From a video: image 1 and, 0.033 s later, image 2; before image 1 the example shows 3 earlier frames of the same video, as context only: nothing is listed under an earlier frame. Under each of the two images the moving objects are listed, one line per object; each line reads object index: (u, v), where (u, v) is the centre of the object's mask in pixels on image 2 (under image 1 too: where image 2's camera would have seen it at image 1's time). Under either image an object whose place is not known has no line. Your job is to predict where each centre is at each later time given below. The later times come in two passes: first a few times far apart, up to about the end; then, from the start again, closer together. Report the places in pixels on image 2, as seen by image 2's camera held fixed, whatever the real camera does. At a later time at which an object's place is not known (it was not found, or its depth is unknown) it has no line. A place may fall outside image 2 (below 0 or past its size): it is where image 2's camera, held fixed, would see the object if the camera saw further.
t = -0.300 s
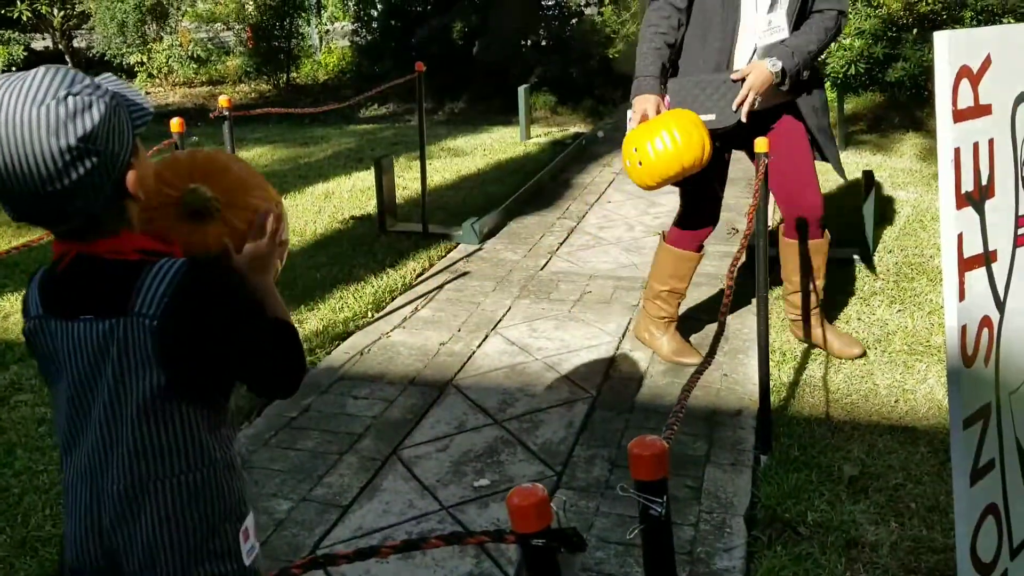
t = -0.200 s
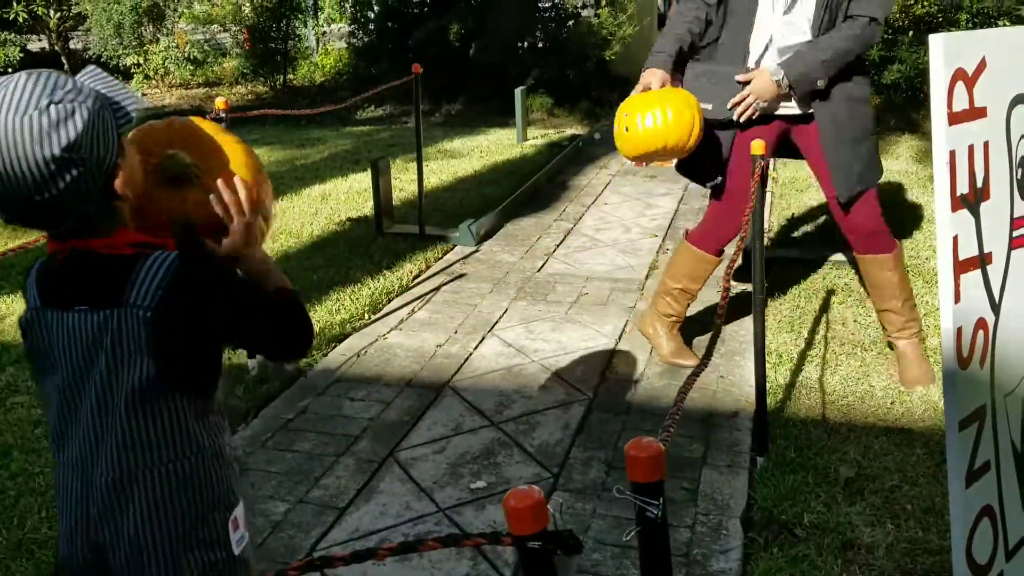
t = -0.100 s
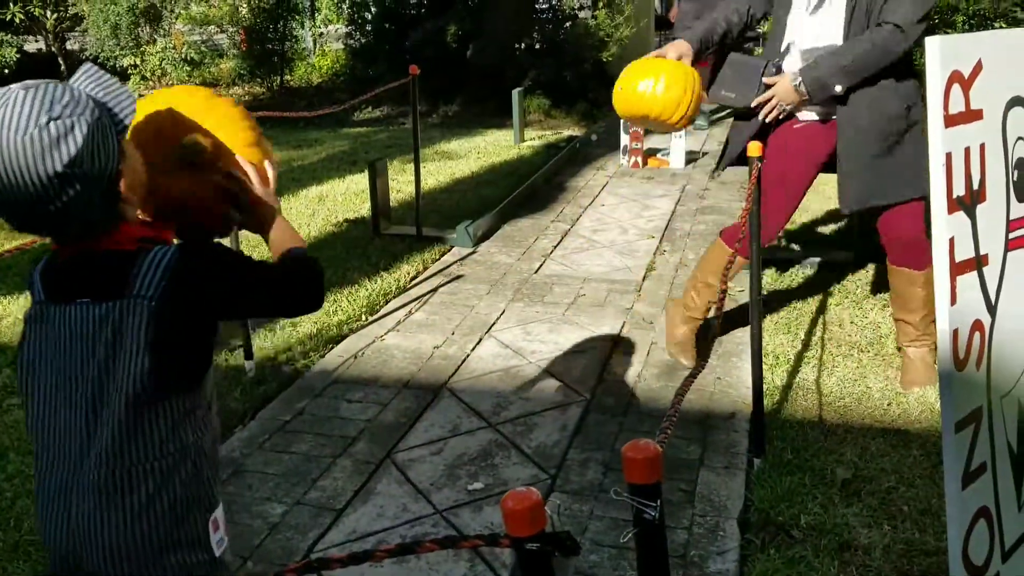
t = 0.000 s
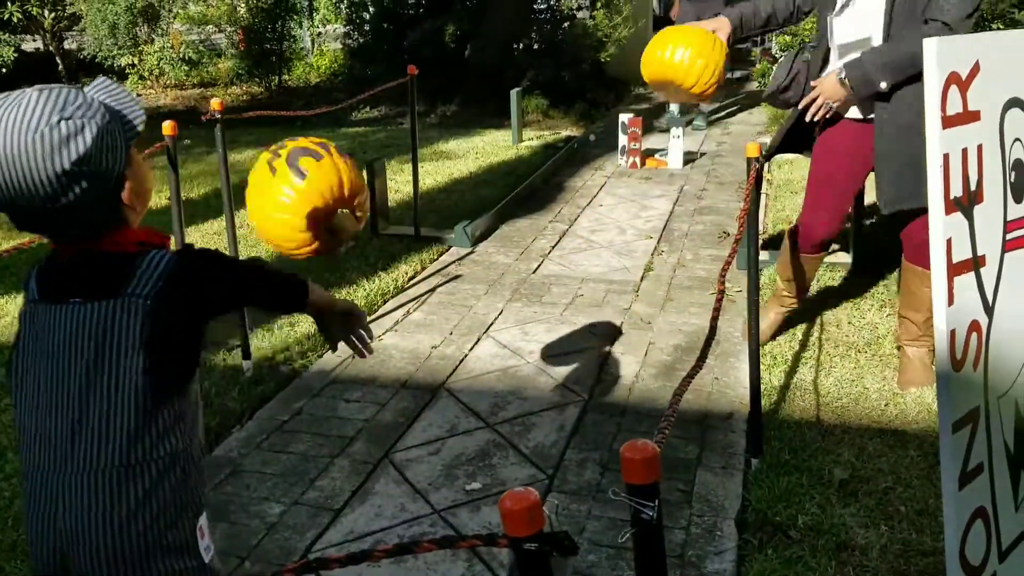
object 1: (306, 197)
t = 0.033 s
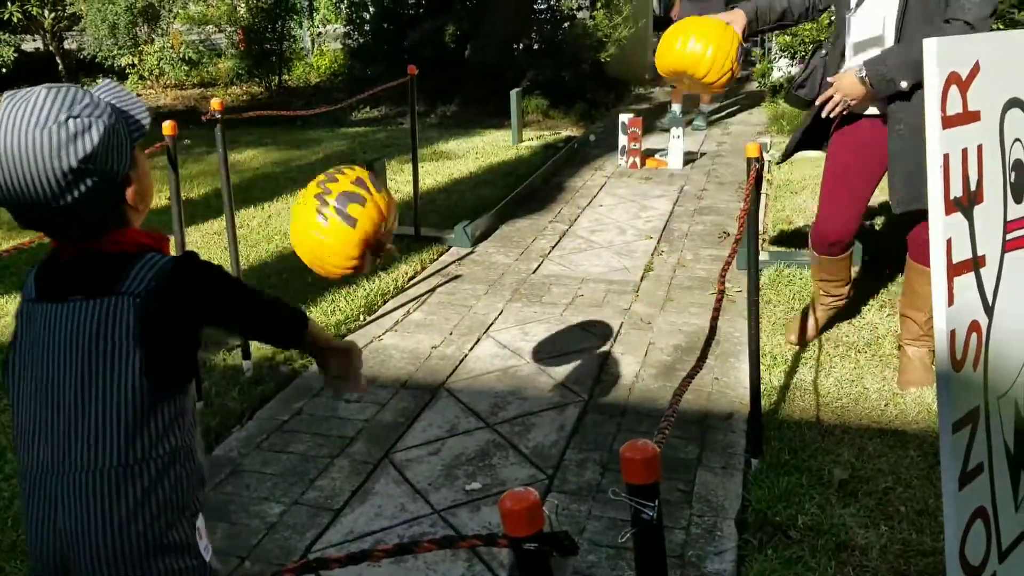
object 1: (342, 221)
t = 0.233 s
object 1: (469, 327)
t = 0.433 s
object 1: (516, 189)
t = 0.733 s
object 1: (569, 207)
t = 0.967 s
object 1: (590, 203)
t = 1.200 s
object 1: (612, 190)
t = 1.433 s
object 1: (636, 174)
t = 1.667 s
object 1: (663, 158)
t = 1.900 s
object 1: (681, 156)
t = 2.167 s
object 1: (693, 159)
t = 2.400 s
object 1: (693, 160)
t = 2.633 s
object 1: (694, 161)
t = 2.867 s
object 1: (698, 160)
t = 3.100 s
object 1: (708, 161)
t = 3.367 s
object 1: (725, 161)
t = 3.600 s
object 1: (727, 158)
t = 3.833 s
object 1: (729, 160)
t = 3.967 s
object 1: (728, 160)
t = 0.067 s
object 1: (375, 249)
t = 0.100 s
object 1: (401, 274)
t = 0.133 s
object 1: (423, 301)
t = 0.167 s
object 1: (443, 329)
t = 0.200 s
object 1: (459, 354)
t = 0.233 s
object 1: (469, 327)
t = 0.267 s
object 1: (478, 292)
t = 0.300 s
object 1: (486, 263)
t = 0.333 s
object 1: (494, 238)
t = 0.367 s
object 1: (502, 217)
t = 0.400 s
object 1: (509, 201)
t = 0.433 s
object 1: (516, 189)
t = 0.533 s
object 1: (536, 168)
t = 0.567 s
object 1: (542, 166)
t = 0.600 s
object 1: (547, 169)
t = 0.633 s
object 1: (553, 174)
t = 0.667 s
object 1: (559, 182)
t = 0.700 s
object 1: (564, 194)
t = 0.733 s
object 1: (569, 207)
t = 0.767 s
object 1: (573, 221)
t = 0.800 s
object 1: (577, 237)
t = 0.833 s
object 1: (580, 226)
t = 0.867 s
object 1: (583, 216)
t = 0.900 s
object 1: (585, 209)
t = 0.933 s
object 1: (587, 205)
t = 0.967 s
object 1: (590, 203)
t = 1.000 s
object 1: (592, 204)
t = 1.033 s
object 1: (594, 207)
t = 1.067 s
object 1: (597, 200)
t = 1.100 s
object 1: (601, 196)
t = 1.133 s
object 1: (605, 194)
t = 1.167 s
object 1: (608, 193)
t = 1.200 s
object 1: (612, 190)
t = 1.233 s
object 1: (615, 187)
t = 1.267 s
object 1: (619, 185)
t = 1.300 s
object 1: (622, 183)
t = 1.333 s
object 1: (626, 179)
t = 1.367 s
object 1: (628, 177)
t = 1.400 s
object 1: (632, 177)
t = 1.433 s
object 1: (636, 174)
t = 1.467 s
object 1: (640, 170)
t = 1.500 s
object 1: (644, 167)
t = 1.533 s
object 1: (648, 166)
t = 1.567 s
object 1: (651, 164)
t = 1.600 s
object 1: (655, 162)
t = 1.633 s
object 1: (659, 160)
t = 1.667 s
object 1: (663, 158)
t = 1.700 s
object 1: (667, 155)
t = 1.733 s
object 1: (669, 154)
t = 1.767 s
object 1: (673, 154)
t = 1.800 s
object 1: (675, 155)
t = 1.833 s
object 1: (677, 155)
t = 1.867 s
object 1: (679, 156)
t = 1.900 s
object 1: (681, 156)
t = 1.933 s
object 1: (684, 157)
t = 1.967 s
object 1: (687, 158)
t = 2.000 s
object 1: (689, 158)
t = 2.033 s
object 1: (690, 159)
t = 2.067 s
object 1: (692, 159)
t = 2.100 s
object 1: (693, 159)
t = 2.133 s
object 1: (693, 159)
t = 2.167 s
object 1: (693, 159)
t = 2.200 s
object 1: (693, 159)
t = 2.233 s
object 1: (693, 159)
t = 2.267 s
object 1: (694, 159)
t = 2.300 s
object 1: (694, 159)
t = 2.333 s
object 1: (693, 160)
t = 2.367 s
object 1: (693, 160)
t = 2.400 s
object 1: (693, 160)
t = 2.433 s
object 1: (693, 160)
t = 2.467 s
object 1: (694, 160)
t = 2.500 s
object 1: (693, 160)
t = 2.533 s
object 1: (693, 160)
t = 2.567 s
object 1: (693, 160)
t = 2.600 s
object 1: (694, 160)
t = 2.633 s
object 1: (694, 161)
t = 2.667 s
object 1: (694, 161)
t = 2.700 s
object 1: (695, 161)
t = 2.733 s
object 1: (695, 161)
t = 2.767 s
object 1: (696, 161)
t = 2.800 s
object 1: (696, 161)
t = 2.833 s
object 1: (697, 161)
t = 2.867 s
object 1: (698, 160)
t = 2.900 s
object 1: (699, 161)
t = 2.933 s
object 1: (700, 161)
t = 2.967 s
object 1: (701, 160)
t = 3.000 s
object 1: (703, 160)
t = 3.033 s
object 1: (705, 161)
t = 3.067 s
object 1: (707, 161)
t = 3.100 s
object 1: (708, 161)
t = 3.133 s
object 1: (710, 161)
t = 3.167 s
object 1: (712, 161)
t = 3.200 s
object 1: (714, 161)
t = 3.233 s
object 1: (717, 161)
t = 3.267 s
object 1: (719, 162)
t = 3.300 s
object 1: (722, 162)
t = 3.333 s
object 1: (724, 162)
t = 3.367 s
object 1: (725, 161)
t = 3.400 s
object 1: (726, 161)
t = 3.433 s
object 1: (727, 161)
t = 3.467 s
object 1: (727, 160)
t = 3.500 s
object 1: (727, 160)
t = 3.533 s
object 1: (727, 159)
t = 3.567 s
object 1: (727, 159)
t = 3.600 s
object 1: (727, 158)
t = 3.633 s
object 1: (727, 158)
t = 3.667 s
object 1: (727, 158)
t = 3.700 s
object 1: (728, 157)
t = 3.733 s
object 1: (728, 158)
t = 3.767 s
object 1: (728, 158)
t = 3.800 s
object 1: (729, 159)
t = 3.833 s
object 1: (729, 160)
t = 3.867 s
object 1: (729, 160)
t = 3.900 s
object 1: (729, 160)
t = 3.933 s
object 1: (729, 160)
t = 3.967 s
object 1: (728, 160)
